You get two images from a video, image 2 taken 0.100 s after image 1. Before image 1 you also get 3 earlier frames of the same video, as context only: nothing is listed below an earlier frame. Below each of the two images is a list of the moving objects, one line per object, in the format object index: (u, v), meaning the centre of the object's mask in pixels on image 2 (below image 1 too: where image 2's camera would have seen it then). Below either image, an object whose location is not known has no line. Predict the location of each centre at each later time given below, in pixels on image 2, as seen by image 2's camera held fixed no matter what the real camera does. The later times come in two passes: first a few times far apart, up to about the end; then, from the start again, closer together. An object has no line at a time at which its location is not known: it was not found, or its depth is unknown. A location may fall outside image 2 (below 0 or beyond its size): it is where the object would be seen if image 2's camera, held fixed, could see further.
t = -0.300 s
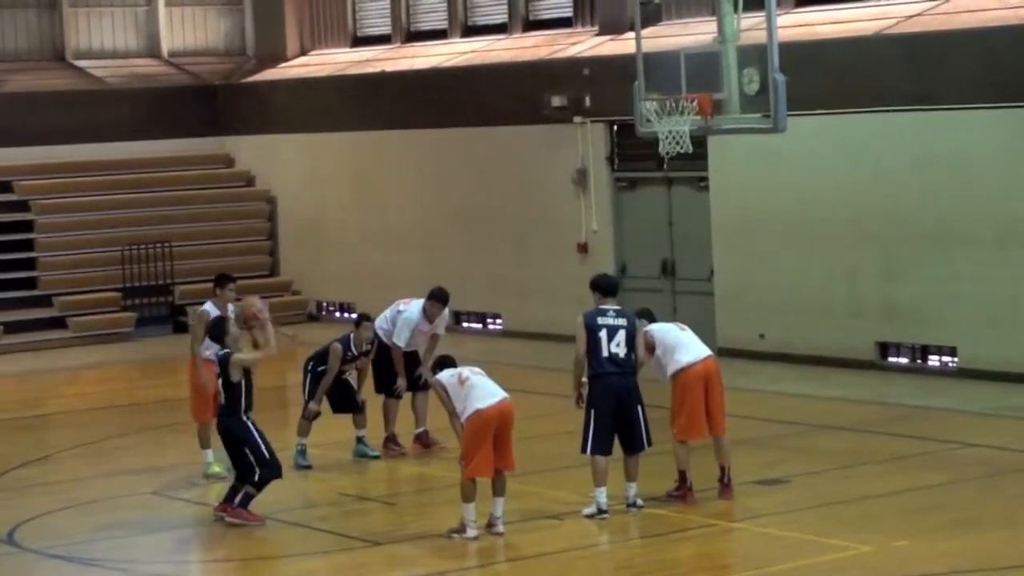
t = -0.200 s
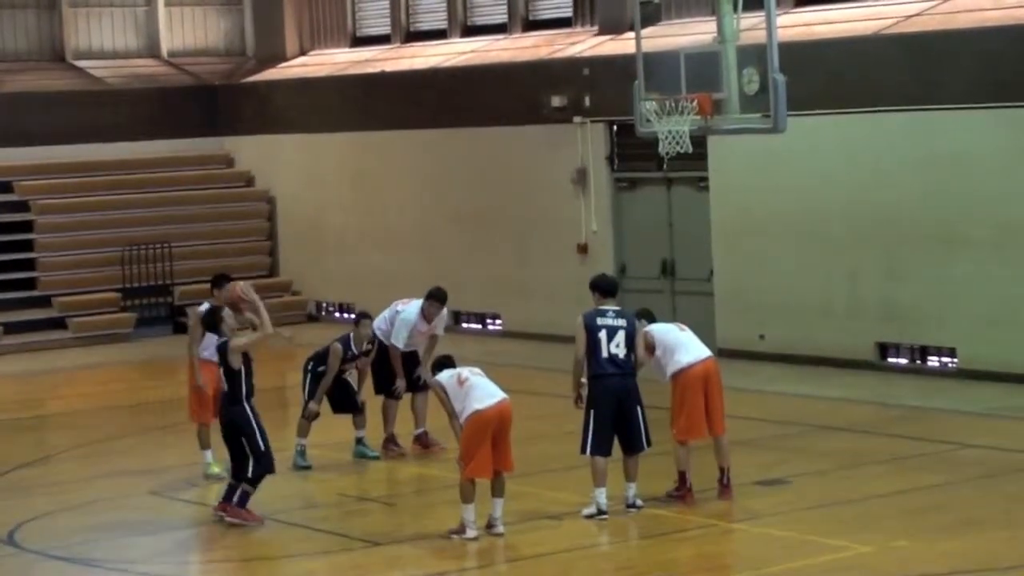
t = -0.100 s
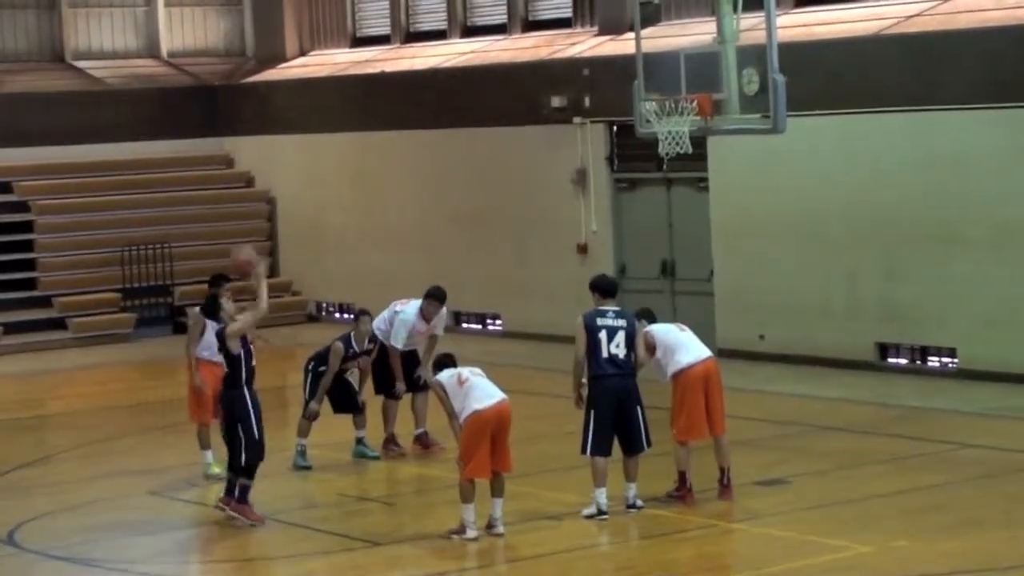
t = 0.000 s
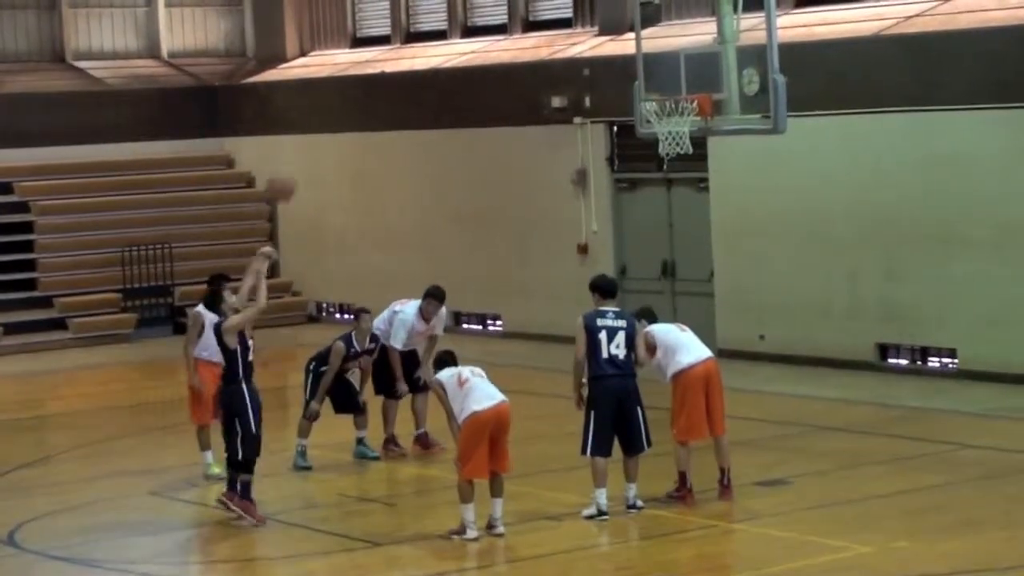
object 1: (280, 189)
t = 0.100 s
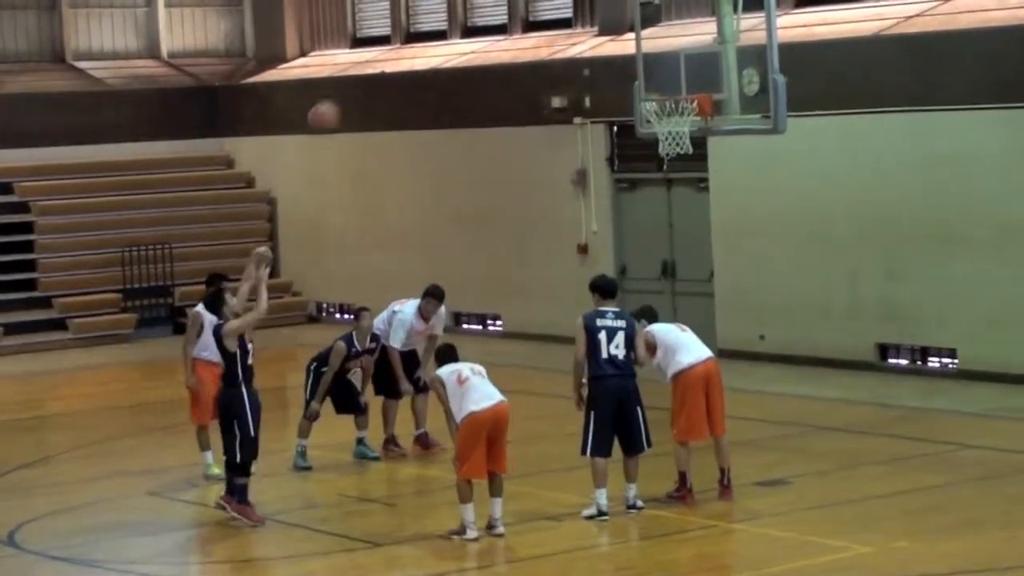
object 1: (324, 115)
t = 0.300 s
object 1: (408, 24)
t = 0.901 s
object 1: (648, 32)
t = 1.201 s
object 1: (684, 29)
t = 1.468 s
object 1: (666, 25)
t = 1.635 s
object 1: (656, 64)
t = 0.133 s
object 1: (339, 97)
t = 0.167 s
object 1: (352, 81)
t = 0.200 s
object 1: (367, 64)
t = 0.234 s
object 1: (380, 50)
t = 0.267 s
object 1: (395, 35)
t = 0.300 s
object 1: (408, 24)
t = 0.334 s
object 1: (423, 12)
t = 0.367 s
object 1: (438, 8)
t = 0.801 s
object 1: (612, 5)
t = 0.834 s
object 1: (625, 11)
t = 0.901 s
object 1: (648, 32)
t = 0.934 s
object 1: (665, 50)
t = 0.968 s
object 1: (679, 64)
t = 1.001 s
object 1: (688, 75)
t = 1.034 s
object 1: (691, 72)
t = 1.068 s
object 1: (694, 63)
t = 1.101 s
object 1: (693, 51)
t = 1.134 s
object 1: (690, 43)
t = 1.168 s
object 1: (687, 36)
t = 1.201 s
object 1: (684, 29)
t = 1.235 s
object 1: (682, 23)
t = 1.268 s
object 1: (680, 20)
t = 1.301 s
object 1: (678, 18)
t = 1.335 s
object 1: (675, 16)
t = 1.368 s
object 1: (672, 17)
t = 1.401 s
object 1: (670, 18)
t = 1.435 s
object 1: (668, 21)
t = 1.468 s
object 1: (666, 25)
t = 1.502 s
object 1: (664, 31)
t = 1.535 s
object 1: (662, 38)
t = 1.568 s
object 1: (659, 45)
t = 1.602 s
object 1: (657, 53)
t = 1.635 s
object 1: (656, 64)
